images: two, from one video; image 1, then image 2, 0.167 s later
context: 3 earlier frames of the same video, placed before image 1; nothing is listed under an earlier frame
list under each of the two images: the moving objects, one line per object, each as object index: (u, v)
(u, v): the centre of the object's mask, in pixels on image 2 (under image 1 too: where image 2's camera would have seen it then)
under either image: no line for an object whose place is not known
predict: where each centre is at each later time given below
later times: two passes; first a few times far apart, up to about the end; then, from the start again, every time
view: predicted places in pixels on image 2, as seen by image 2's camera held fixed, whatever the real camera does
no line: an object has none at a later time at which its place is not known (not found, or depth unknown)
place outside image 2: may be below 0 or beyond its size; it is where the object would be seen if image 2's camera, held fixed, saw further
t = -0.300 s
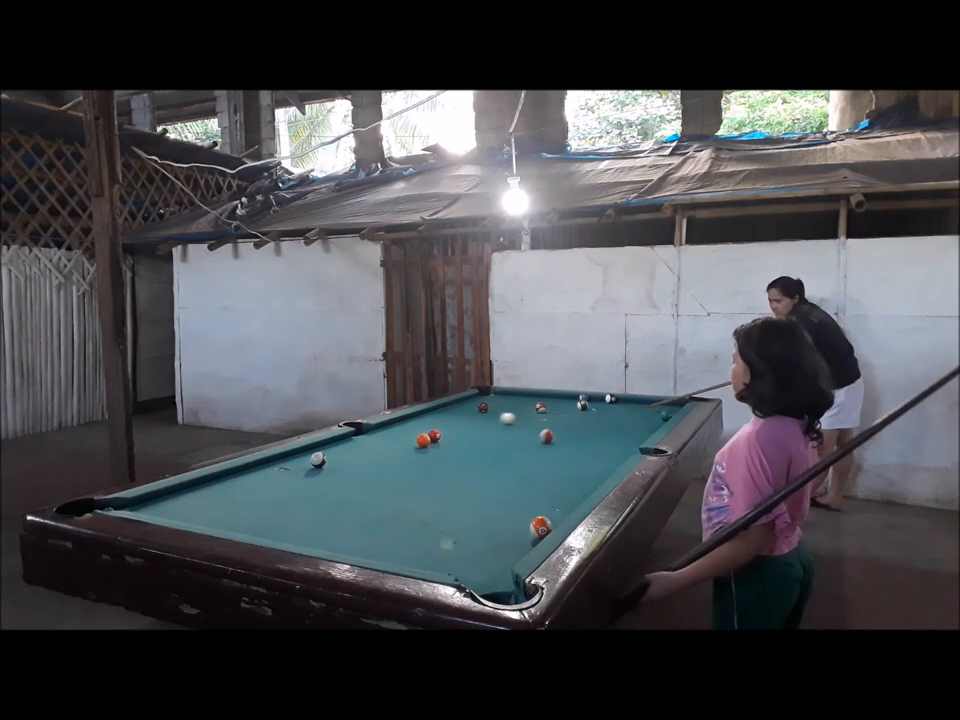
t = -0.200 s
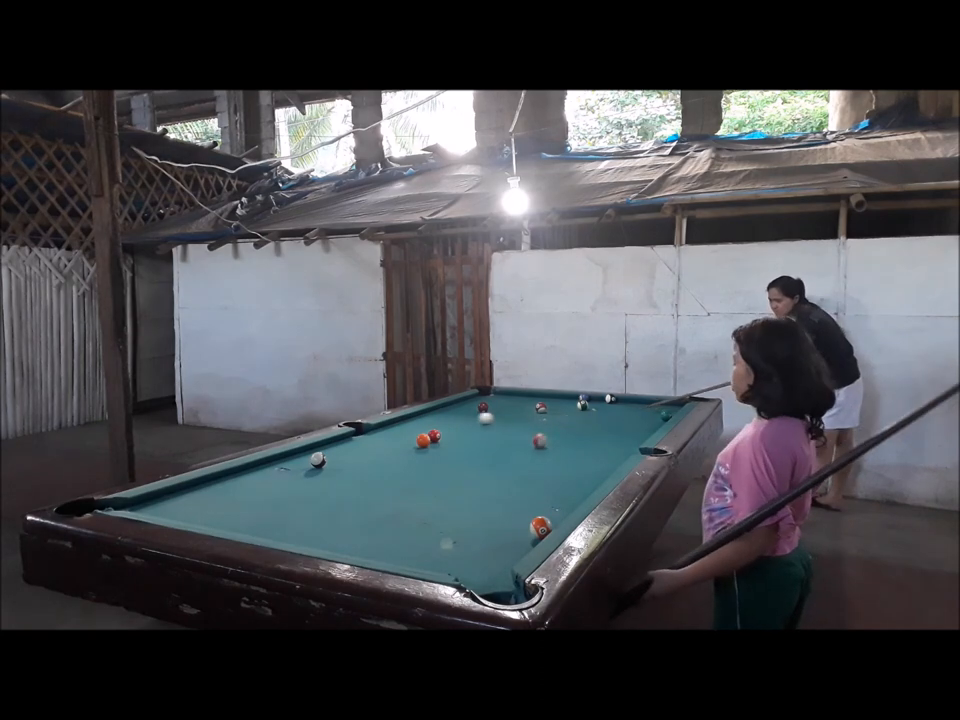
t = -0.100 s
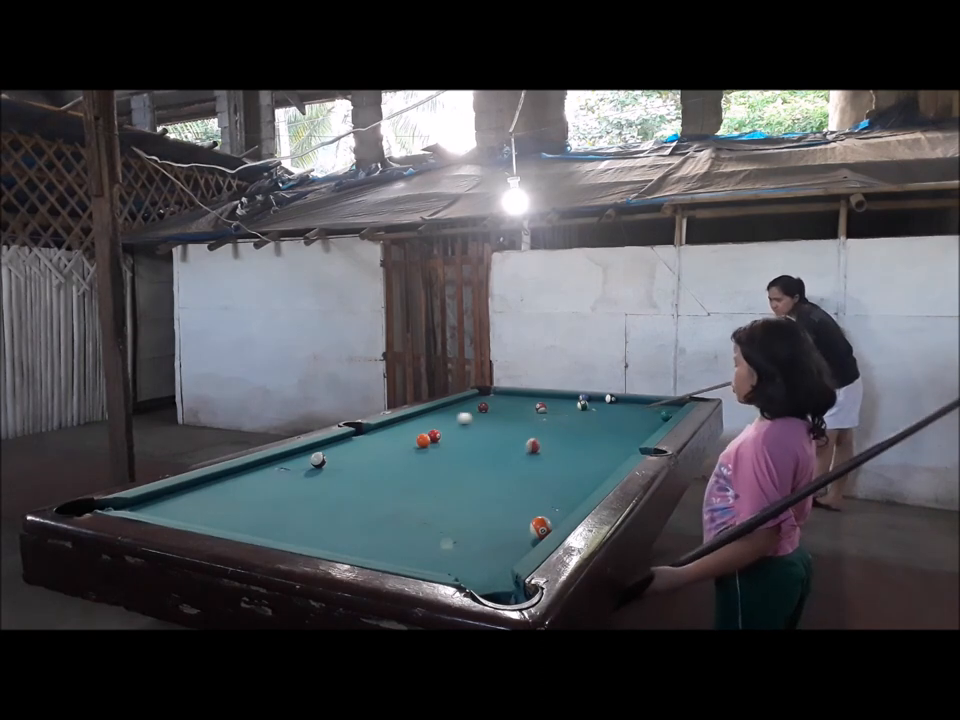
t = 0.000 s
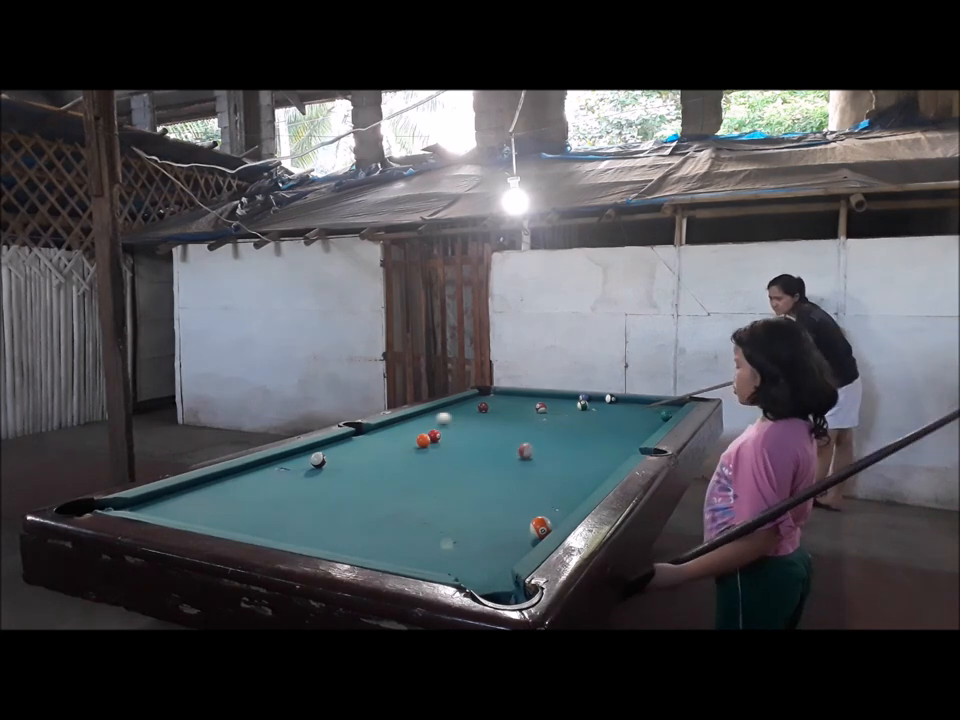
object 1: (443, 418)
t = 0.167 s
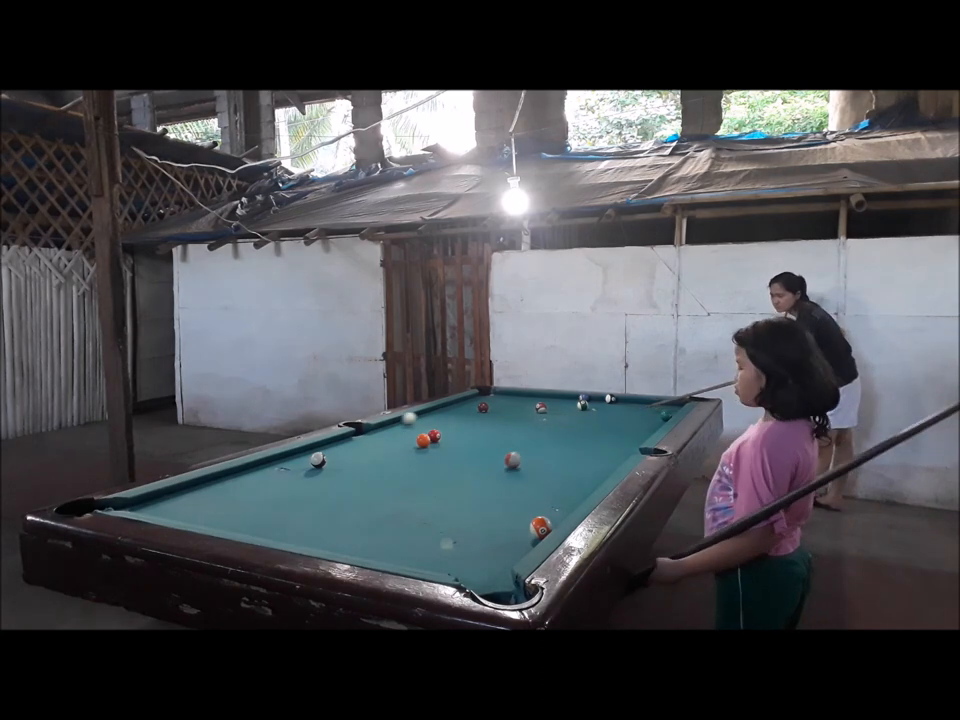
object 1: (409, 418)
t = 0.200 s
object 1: (403, 418)
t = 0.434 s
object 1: (418, 421)
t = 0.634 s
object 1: (431, 422)
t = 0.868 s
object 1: (447, 425)
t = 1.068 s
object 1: (460, 427)
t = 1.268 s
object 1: (473, 429)
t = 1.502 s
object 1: (488, 432)
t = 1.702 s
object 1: (501, 434)
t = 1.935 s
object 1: (515, 436)
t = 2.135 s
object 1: (527, 438)
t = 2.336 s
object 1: (538, 440)
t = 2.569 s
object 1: (550, 441)
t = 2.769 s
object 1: (561, 443)
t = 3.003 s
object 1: (572, 444)
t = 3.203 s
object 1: (581, 445)
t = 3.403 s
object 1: (590, 446)
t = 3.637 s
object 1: (599, 447)
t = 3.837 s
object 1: (606, 448)
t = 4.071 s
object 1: (612, 449)
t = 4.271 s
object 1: (616, 450)
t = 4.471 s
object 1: (620, 451)
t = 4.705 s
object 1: (623, 451)
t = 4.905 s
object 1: (624, 451)
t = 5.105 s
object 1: (626, 452)
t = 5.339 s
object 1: (627, 452)
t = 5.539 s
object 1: (627, 452)
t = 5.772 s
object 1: (627, 451)
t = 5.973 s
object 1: (627, 451)
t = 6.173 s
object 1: (627, 451)
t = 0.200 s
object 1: (403, 418)
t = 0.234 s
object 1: (403, 418)
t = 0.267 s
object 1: (406, 419)
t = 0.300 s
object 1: (409, 419)
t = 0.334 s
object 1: (411, 420)
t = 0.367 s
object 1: (414, 420)
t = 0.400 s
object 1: (416, 421)
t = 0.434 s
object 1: (418, 421)
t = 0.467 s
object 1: (420, 421)
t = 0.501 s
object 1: (422, 421)
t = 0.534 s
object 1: (425, 422)
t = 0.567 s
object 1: (427, 422)
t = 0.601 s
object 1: (429, 422)
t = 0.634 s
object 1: (431, 422)
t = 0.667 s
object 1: (434, 422)
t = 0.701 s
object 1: (436, 423)
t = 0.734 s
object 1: (438, 423)
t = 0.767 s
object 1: (441, 424)
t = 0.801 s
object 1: (443, 425)
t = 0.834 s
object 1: (445, 425)
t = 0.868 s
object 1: (447, 425)
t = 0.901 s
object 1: (449, 426)
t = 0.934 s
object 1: (452, 426)
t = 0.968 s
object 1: (454, 426)
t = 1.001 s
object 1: (456, 427)
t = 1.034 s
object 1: (458, 427)
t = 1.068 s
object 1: (460, 427)
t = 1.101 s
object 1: (462, 428)
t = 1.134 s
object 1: (465, 428)
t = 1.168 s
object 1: (467, 428)
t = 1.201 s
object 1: (469, 429)
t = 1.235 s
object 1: (471, 429)
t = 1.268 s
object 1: (473, 429)
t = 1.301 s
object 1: (475, 430)
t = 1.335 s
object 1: (477, 430)
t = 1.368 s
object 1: (479, 430)
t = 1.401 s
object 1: (482, 431)
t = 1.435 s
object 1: (484, 431)
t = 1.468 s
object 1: (486, 432)
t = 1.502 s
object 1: (488, 432)
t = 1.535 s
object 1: (490, 432)
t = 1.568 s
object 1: (492, 433)
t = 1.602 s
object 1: (494, 433)
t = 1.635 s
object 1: (497, 433)
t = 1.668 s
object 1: (499, 434)
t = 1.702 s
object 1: (501, 434)
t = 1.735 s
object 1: (503, 434)
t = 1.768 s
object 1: (505, 434)
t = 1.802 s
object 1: (507, 435)
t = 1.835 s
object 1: (509, 435)
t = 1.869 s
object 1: (511, 436)
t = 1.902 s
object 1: (513, 436)
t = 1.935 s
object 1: (515, 436)
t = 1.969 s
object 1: (517, 436)
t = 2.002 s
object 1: (519, 437)
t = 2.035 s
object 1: (521, 437)
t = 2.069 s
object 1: (523, 437)
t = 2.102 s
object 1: (525, 438)
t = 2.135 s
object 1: (527, 438)
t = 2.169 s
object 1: (528, 438)
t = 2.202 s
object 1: (530, 438)
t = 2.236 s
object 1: (532, 439)
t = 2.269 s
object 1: (534, 439)
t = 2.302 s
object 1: (536, 439)
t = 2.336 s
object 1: (538, 440)
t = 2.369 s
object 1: (540, 440)
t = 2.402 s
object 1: (542, 440)
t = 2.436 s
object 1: (543, 441)
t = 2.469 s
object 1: (545, 441)
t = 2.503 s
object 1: (547, 441)
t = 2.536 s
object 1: (548, 441)
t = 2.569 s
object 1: (550, 441)
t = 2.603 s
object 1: (552, 442)
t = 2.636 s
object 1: (554, 442)
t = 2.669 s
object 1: (556, 442)
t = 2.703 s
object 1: (557, 442)
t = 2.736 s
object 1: (559, 442)
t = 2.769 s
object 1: (561, 443)
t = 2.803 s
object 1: (562, 443)
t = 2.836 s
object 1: (564, 443)
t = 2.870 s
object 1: (566, 443)
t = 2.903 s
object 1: (567, 443)
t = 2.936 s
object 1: (569, 444)
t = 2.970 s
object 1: (570, 444)
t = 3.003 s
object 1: (572, 444)
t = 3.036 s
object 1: (573, 444)
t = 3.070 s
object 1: (575, 445)
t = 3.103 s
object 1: (576, 445)
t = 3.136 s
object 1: (578, 445)
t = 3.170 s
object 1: (579, 445)
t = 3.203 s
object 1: (581, 445)
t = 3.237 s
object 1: (582, 445)
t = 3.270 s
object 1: (584, 446)
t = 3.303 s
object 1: (585, 446)
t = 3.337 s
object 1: (587, 446)
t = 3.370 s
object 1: (588, 446)
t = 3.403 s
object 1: (590, 446)
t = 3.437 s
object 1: (591, 446)
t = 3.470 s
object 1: (593, 447)
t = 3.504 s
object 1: (594, 447)
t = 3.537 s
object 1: (595, 447)
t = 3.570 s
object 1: (596, 447)
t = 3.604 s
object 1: (598, 447)
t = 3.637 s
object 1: (599, 447)
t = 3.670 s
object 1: (600, 447)
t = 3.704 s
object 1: (601, 448)
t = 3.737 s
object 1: (602, 448)
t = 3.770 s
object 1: (603, 448)
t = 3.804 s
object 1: (605, 448)
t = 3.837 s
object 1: (606, 448)
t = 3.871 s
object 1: (606, 448)
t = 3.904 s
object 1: (607, 448)
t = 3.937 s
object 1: (608, 449)
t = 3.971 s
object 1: (609, 449)
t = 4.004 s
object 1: (610, 449)
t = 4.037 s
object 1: (611, 449)
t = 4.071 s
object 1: (612, 449)
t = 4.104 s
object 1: (613, 449)
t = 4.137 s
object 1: (613, 449)
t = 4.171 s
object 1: (614, 450)
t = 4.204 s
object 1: (615, 450)
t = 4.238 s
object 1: (615, 450)
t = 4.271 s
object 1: (616, 450)
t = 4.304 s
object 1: (617, 450)
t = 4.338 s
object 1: (617, 450)
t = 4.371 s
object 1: (618, 450)
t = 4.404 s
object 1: (618, 450)
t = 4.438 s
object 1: (619, 450)
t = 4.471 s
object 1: (620, 451)
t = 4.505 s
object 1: (620, 451)
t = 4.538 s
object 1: (620, 451)
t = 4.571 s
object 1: (621, 451)
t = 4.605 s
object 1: (622, 451)
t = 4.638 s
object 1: (622, 451)
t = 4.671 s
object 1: (623, 451)
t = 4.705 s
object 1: (623, 451)
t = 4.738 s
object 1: (623, 451)
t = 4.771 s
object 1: (623, 451)
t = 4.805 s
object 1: (624, 451)
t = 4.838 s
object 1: (624, 451)
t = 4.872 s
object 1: (624, 451)
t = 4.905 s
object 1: (624, 451)
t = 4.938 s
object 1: (625, 451)
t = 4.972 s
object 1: (625, 451)
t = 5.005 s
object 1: (625, 452)
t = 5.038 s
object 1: (625, 452)
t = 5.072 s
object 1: (626, 452)
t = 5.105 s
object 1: (626, 452)
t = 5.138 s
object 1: (626, 451)
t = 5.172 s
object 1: (627, 452)
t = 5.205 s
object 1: (627, 452)
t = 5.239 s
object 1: (627, 452)
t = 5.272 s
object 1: (627, 452)
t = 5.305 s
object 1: (627, 452)
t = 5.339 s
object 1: (627, 452)
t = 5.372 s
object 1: (627, 451)
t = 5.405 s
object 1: (627, 452)
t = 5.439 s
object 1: (627, 452)
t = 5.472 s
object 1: (627, 452)
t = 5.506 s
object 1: (627, 452)
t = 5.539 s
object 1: (627, 452)
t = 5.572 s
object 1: (627, 452)
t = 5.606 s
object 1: (627, 452)
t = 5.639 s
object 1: (627, 452)
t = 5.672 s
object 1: (627, 452)
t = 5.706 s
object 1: (627, 451)
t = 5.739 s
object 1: (627, 451)
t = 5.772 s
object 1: (627, 451)
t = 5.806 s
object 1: (627, 451)
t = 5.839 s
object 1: (627, 451)
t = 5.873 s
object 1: (627, 451)
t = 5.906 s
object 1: (627, 451)
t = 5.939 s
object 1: (627, 451)
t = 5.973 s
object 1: (627, 451)
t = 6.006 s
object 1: (627, 451)
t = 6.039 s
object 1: (627, 451)
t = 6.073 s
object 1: (627, 451)
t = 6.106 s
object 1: (627, 451)
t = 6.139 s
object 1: (627, 451)
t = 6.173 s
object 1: (627, 451)
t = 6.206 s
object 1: (627, 451)
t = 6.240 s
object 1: (627, 451)
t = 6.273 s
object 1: (627, 451)
